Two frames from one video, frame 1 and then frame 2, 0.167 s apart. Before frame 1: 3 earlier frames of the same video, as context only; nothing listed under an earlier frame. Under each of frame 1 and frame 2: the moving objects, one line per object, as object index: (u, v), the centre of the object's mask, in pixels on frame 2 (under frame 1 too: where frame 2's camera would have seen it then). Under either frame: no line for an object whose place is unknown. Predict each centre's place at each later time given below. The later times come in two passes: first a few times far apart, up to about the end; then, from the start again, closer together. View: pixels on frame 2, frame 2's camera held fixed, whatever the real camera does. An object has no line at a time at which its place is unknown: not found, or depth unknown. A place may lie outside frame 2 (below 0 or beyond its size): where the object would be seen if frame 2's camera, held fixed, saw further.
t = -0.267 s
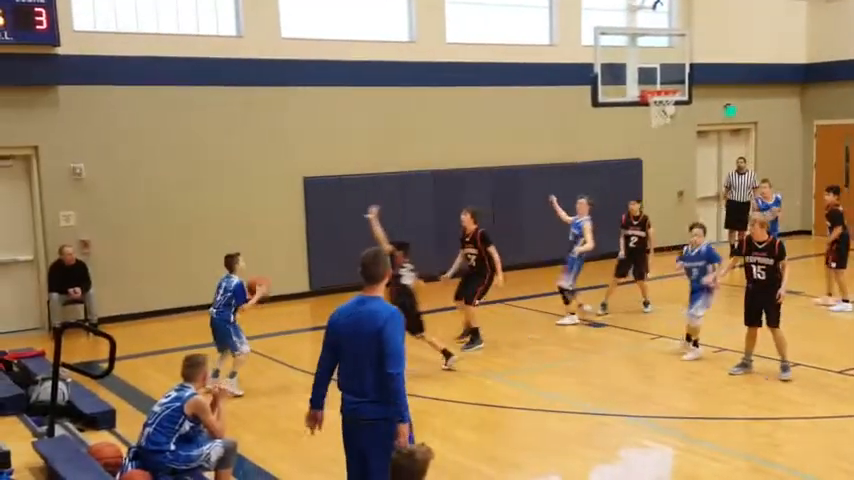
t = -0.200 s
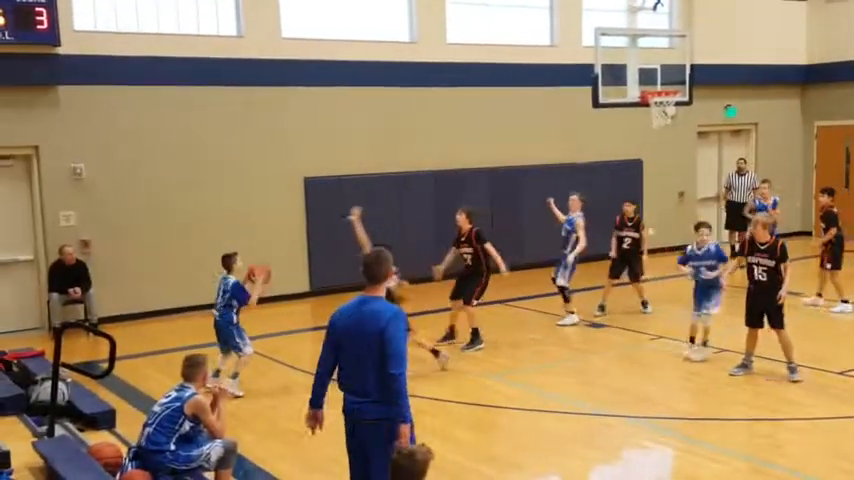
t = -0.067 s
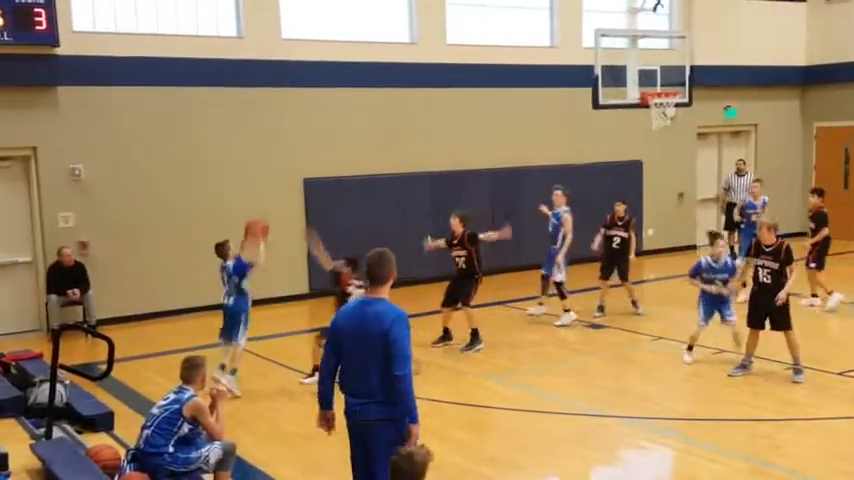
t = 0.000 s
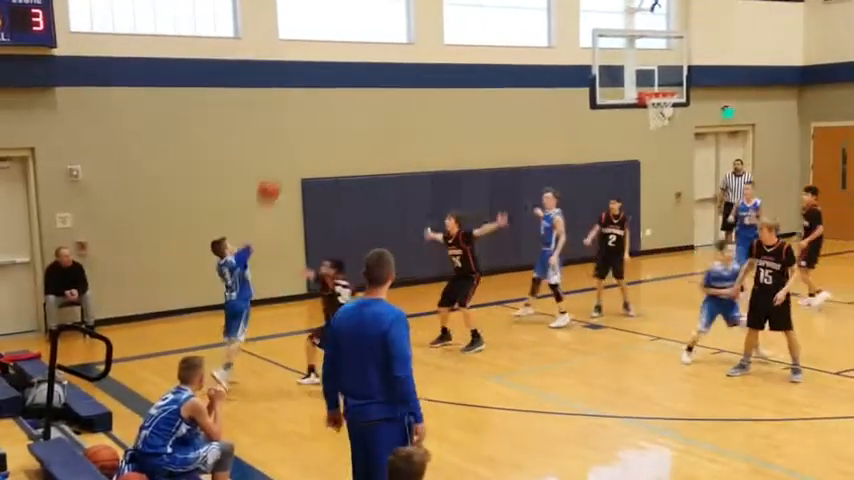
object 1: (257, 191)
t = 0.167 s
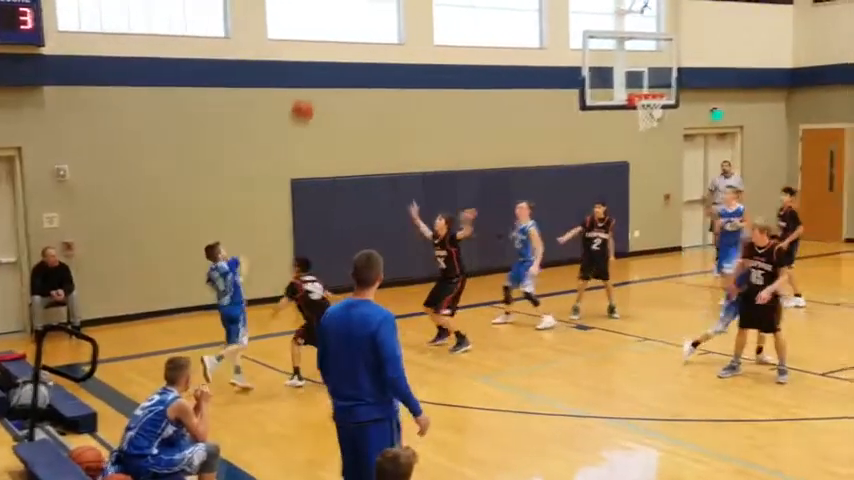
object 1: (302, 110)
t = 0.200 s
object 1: (312, 97)
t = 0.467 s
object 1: (379, 37)
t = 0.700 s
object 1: (432, 37)
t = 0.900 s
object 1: (476, 72)
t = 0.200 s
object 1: (312, 97)
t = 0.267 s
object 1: (330, 73)
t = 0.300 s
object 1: (338, 67)
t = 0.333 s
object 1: (345, 58)
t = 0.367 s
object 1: (355, 51)
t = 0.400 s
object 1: (363, 45)
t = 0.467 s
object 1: (379, 37)
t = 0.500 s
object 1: (387, 34)
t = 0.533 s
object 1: (396, 32)
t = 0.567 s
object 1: (403, 31)
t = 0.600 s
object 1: (411, 31)
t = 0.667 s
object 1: (425, 34)
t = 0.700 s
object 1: (432, 37)
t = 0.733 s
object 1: (440, 41)
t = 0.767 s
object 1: (447, 46)
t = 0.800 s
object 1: (454, 51)
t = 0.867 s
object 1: (469, 65)
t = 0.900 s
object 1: (476, 72)
